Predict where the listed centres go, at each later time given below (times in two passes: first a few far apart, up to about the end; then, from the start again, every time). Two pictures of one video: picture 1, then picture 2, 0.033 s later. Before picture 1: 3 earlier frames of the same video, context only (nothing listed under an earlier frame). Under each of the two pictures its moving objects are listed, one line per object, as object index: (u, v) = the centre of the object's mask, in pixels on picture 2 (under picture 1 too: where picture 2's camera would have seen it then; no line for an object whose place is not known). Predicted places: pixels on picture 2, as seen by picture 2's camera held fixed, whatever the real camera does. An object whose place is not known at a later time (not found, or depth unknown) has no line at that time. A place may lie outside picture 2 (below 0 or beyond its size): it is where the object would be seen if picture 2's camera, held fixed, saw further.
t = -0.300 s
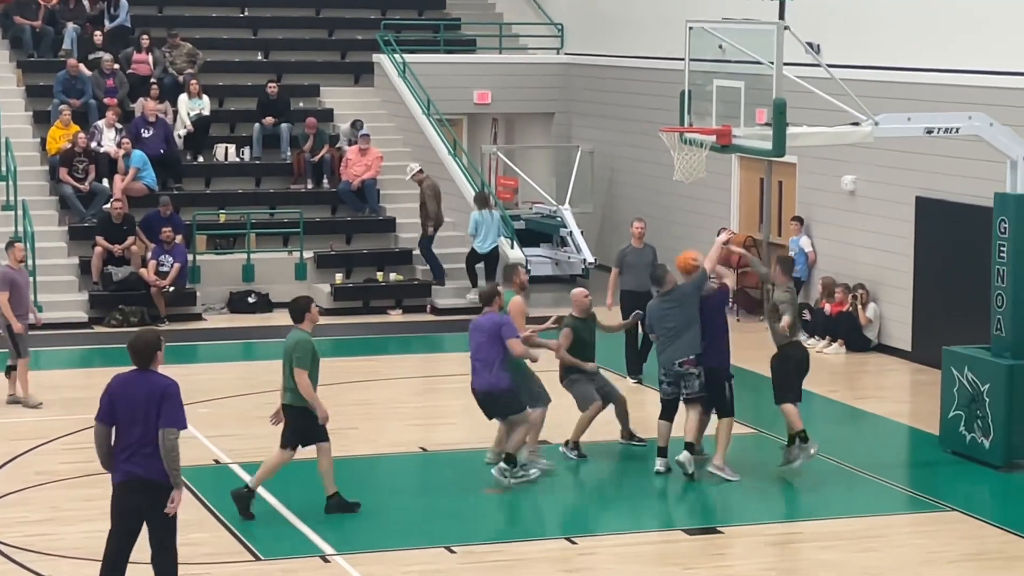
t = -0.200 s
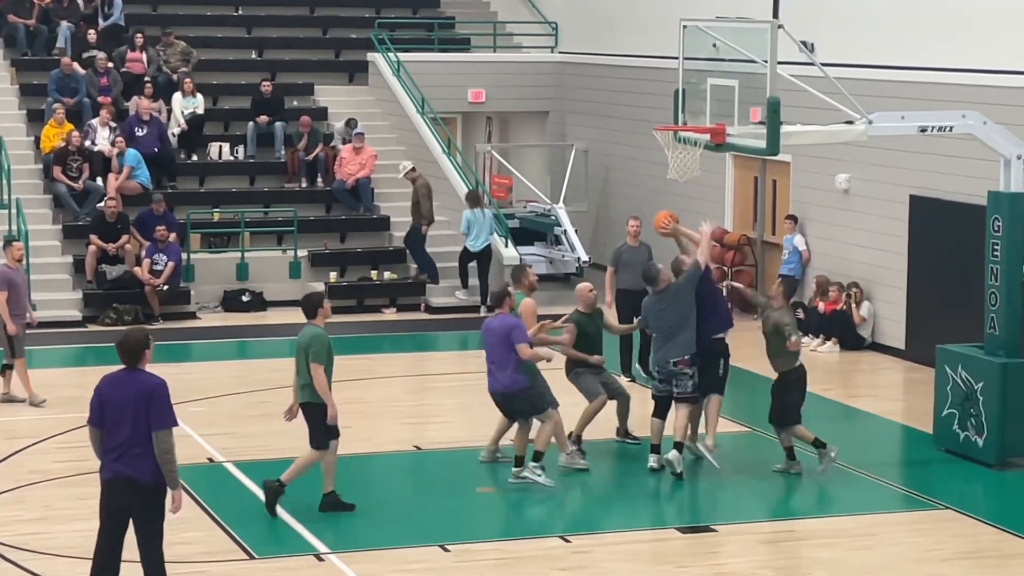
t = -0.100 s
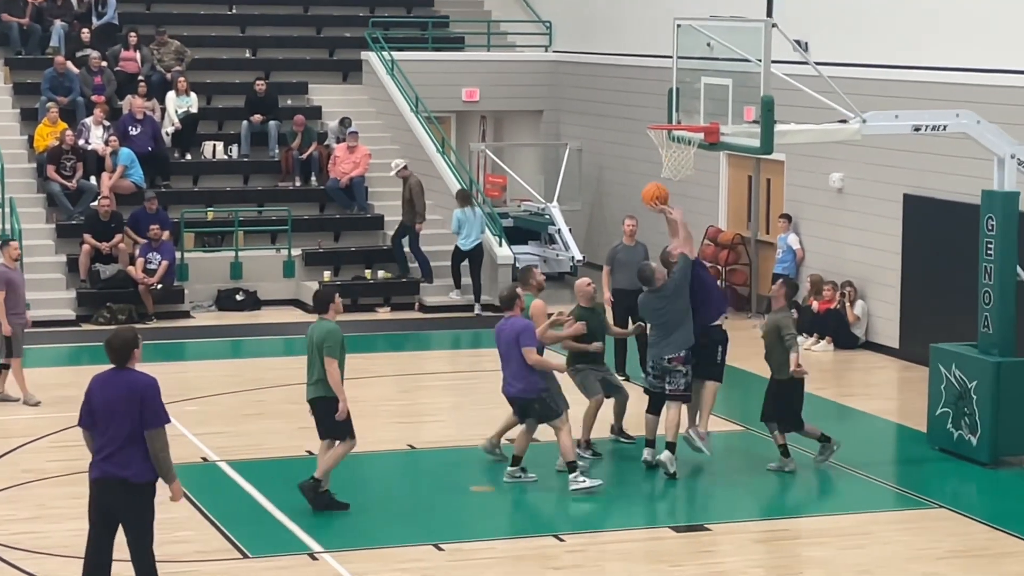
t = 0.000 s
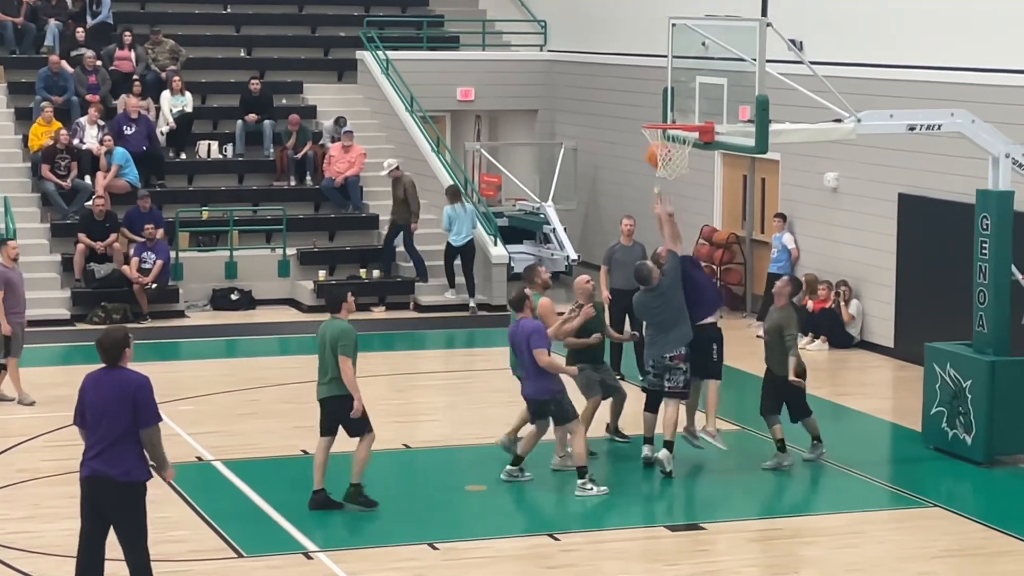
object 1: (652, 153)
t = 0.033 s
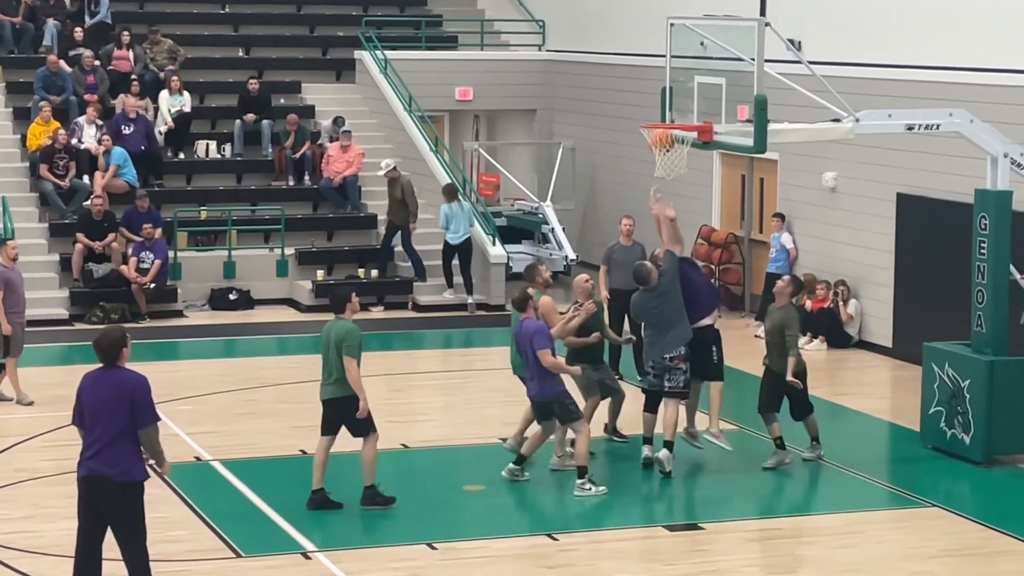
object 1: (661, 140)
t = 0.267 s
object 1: (693, 82)
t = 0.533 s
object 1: (708, 99)
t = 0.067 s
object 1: (667, 128)
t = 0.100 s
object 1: (672, 114)
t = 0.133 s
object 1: (675, 109)
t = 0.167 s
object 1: (680, 100)
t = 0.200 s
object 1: (684, 93)
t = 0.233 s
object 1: (689, 87)
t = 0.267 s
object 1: (693, 82)
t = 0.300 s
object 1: (698, 79)
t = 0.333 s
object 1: (702, 77)
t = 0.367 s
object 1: (705, 77)
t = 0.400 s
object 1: (705, 78)
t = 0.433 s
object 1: (706, 82)
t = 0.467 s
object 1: (707, 87)
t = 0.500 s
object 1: (707, 92)
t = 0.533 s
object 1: (708, 99)
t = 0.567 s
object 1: (708, 108)
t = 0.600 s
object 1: (709, 117)
